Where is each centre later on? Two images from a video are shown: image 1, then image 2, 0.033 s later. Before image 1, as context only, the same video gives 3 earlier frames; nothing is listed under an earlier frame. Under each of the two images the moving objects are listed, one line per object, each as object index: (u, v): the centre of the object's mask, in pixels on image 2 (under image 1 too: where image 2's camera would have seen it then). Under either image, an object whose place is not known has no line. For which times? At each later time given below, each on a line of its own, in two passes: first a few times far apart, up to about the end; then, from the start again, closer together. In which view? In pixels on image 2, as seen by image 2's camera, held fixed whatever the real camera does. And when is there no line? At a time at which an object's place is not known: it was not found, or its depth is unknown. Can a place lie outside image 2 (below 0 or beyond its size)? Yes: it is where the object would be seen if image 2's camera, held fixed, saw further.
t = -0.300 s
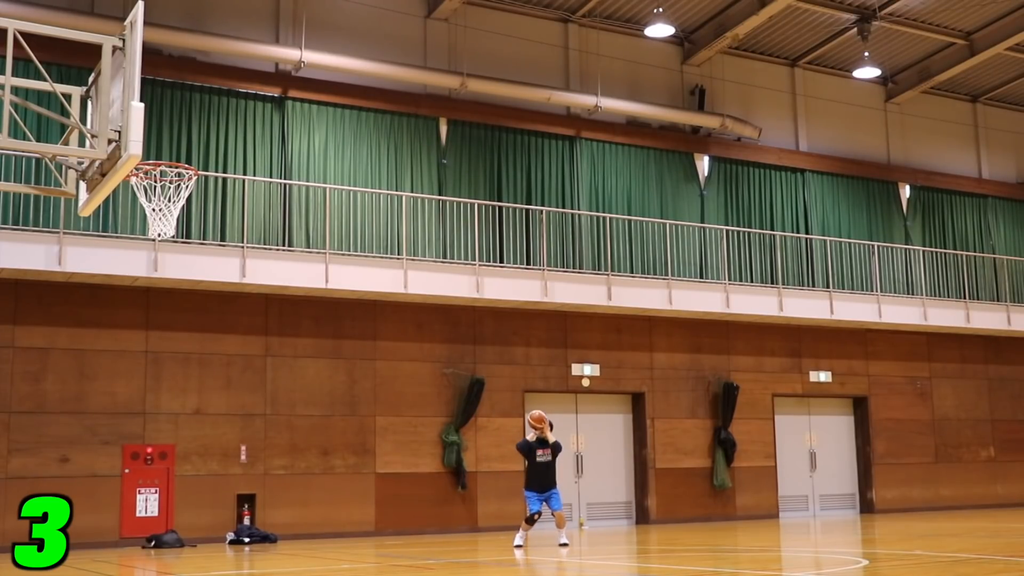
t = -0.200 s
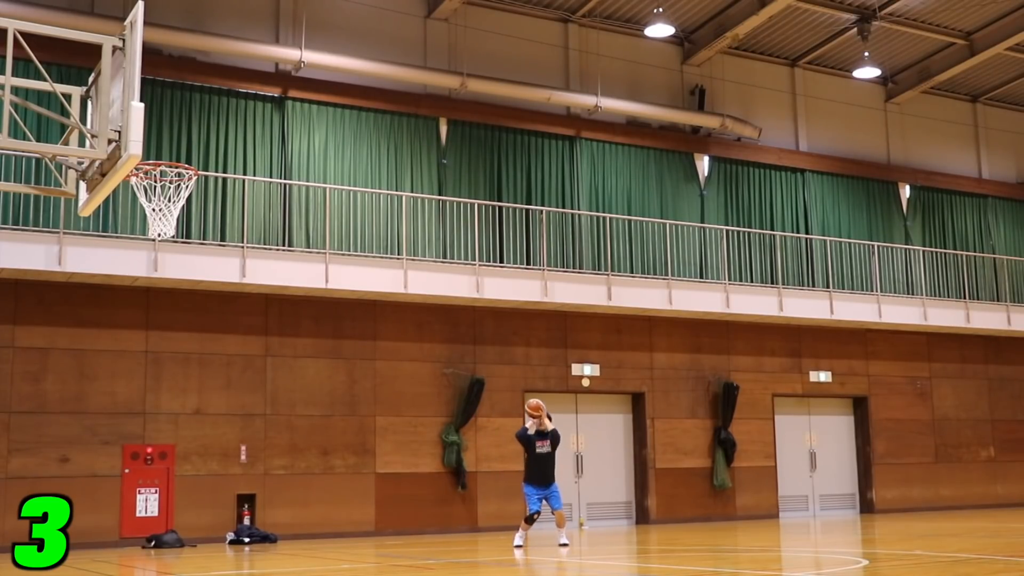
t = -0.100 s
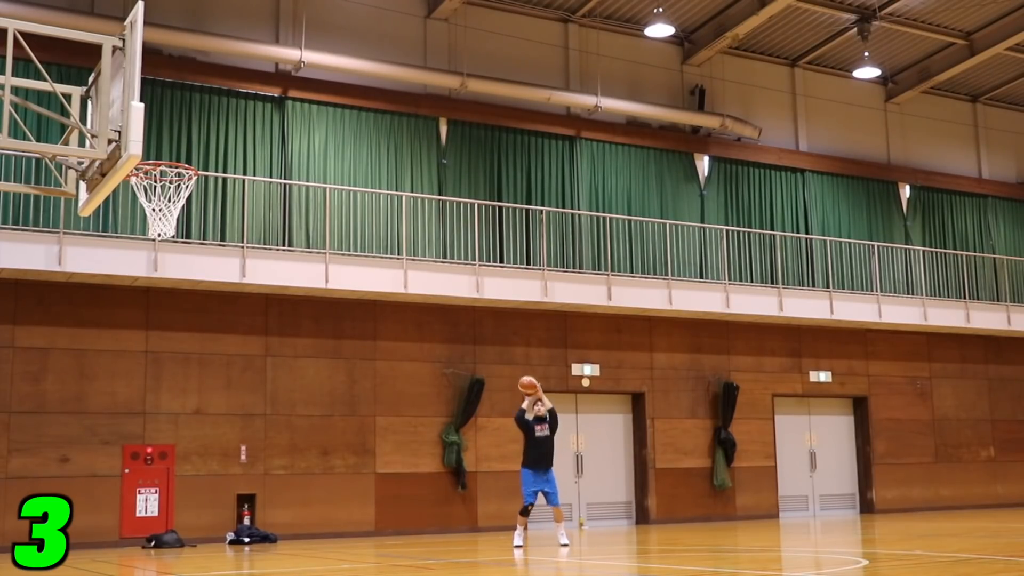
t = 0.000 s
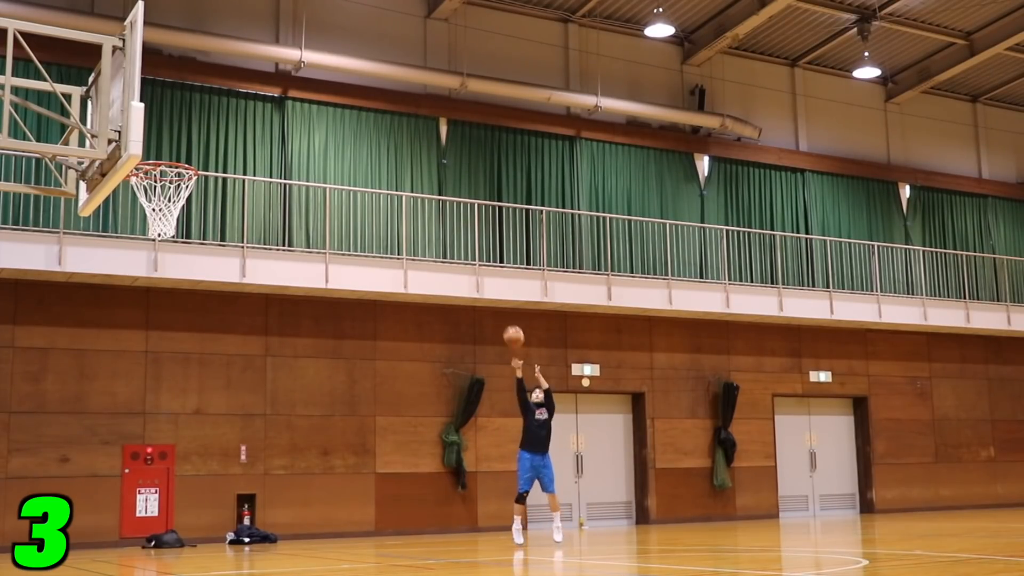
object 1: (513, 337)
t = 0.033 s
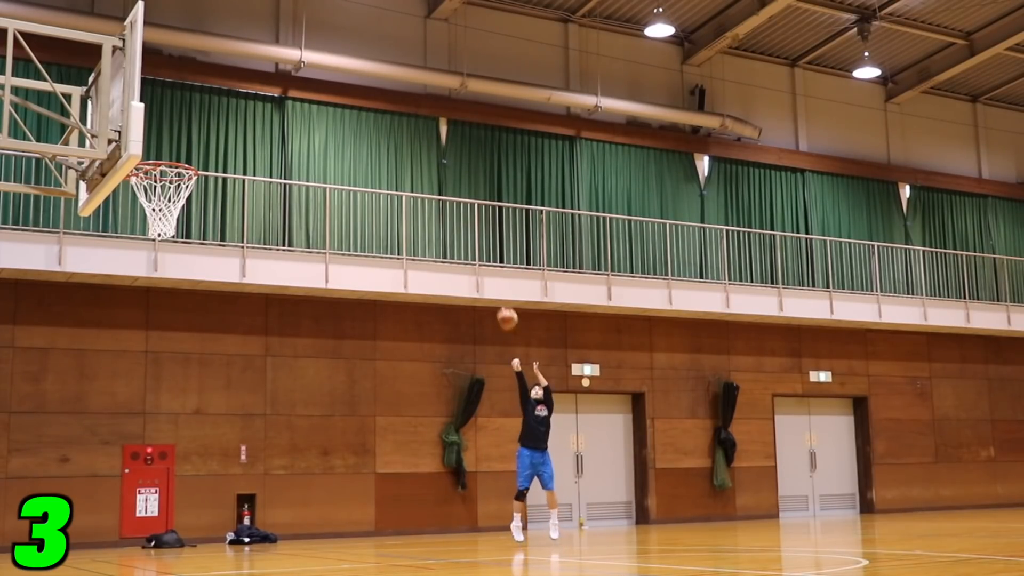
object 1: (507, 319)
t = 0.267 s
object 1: (459, 202)
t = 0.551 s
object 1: (393, 107)
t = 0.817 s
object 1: (318, 75)
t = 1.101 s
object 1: (220, 117)
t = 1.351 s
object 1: (130, 205)
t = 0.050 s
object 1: (504, 309)
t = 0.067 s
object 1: (500, 302)
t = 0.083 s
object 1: (497, 292)
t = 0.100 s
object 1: (494, 282)
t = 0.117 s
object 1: (490, 273)
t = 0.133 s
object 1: (487, 265)
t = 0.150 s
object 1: (484, 256)
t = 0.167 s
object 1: (480, 248)
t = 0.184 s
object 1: (477, 240)
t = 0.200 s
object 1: (473, 232)
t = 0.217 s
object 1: (470, 224)
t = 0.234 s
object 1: (466, 217)
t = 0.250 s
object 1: (463, 210)
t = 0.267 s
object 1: (459, 202)
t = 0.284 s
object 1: (455, 195)
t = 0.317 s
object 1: (448, 182)
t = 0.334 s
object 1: (444, 175)
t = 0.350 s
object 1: (441, 169)
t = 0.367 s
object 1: (437, 163)
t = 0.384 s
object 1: (433, 157)
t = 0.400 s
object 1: (429, 151)
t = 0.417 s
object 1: (425, 145)
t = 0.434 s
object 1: (421, 140)
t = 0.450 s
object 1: (417, 135)
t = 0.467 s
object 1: (413, 130)
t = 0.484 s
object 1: (409, 124)
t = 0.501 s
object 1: (405, 120)
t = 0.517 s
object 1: (401, 116)
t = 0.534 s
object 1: (396, 111)
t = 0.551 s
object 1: (393, 107)
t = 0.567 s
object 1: (388, 103)
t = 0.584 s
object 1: (384, 99)
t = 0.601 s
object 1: (379, 96)
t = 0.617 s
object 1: (375, 92)
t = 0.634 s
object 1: (370, 90)
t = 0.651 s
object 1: (367, 88)
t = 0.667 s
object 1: (362, 86)
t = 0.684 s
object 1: (357, 83)
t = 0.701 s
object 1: (353, 81)
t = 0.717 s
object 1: (348, 80)
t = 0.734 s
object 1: (343, 78)
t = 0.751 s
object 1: (338, 77)
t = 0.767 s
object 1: (334, 76)
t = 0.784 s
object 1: (328, 75)
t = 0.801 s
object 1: (324, 75)
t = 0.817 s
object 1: (318, 75)
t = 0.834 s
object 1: (312, 75)
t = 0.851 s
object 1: (308, 74)
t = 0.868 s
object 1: (303, 75)
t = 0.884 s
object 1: (297, 76)
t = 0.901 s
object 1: (292, 77)
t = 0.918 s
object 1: (286, 79)
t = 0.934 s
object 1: (280, 80)
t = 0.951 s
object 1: (275, 82)
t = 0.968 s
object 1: (270, 85)
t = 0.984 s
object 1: (264, 87)
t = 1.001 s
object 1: (258, 90)
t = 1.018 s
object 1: (252, 94)
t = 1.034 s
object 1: (245, 98)
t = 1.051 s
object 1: (239, 102)
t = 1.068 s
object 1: (233, 106)
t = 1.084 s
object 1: (226, 112)
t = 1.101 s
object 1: (220, 117)
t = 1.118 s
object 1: (213, 122)
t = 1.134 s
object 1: (206, 129)
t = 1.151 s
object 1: (199, 136)
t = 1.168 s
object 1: (193, 143)
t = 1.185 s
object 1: (185, 149)
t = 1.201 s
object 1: (178, 154)
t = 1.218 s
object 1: (172, 157)
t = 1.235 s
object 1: (162, 176)
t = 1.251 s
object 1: (153, 186)
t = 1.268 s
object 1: (145, 194)
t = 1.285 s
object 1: (141, 201)
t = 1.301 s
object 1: (137, 202)
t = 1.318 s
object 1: (136, 201)
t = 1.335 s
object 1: (133, 204)
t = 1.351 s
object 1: (130, 205)
